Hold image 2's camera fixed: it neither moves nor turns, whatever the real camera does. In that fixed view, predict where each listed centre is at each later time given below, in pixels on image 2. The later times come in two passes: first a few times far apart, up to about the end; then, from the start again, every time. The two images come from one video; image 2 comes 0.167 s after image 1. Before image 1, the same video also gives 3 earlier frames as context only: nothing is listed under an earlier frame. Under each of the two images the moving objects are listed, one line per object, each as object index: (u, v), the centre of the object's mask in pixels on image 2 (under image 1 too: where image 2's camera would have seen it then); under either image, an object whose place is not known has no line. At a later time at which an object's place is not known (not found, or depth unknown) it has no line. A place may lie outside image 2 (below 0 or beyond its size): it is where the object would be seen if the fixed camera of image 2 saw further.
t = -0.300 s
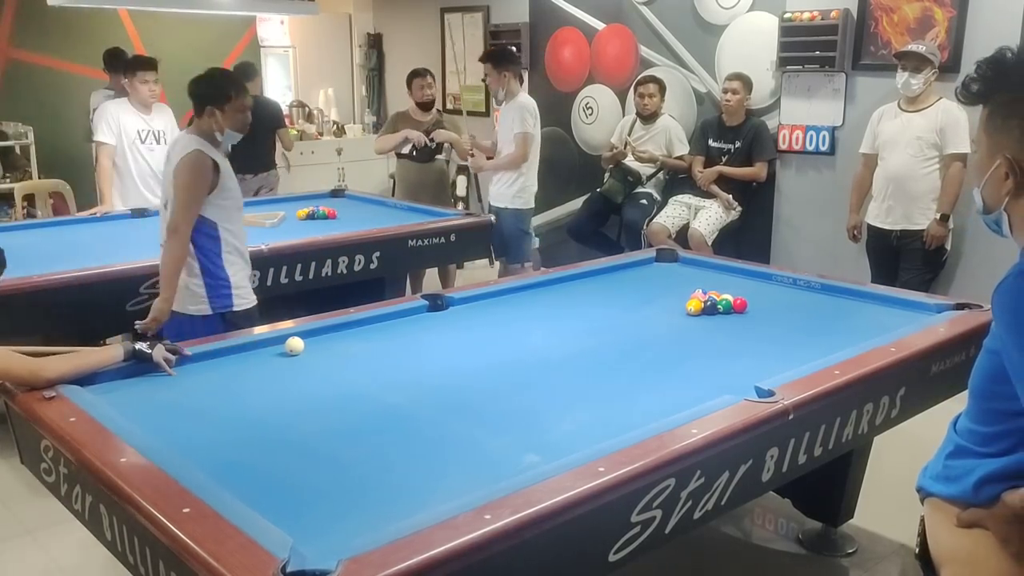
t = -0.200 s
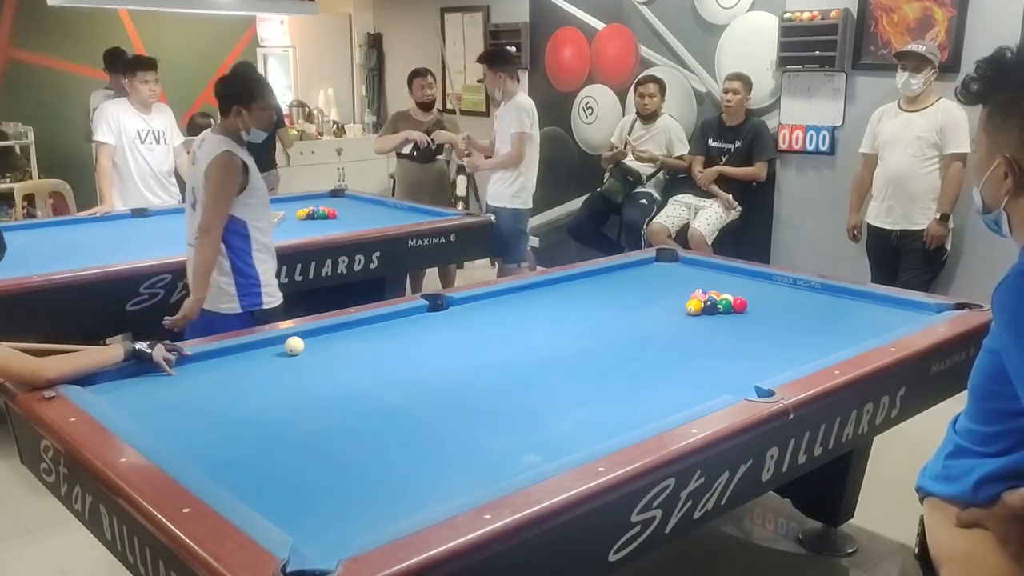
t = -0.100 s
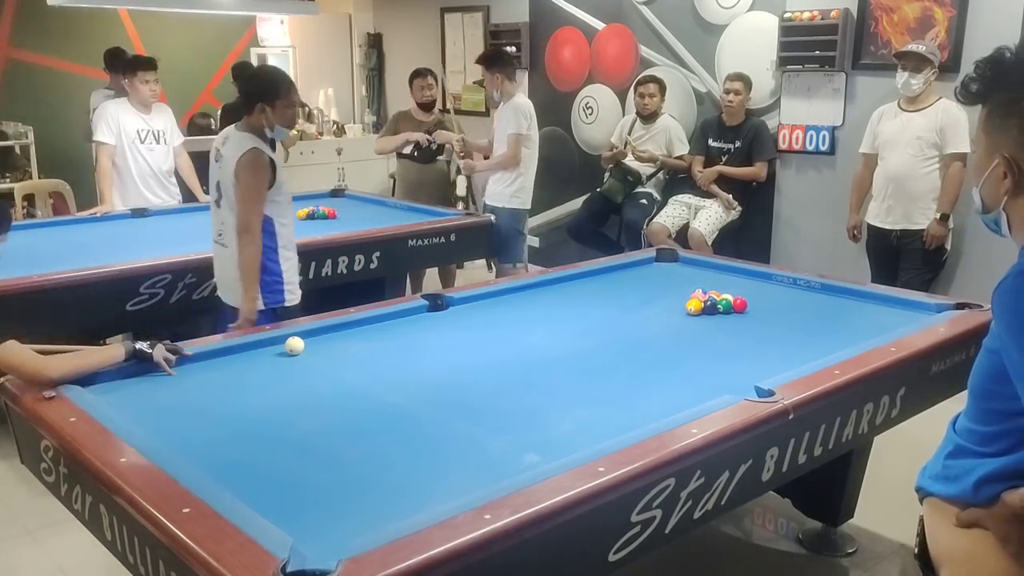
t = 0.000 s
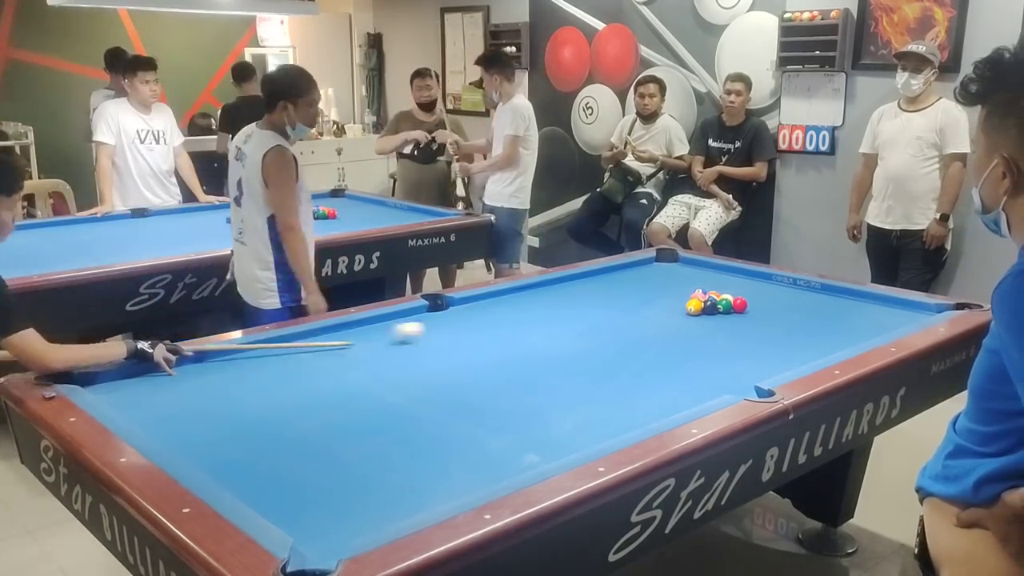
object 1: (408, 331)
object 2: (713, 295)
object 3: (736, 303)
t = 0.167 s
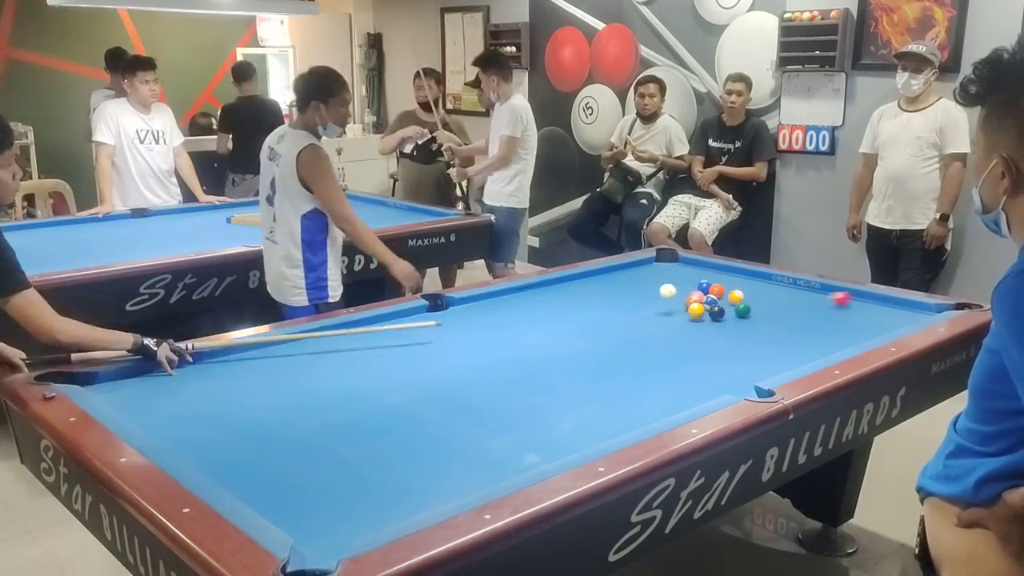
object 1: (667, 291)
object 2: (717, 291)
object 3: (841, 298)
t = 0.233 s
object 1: (654, 287)
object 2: (720, 284)
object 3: (880, 300)
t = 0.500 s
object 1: (611, 305)
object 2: (716, 269)
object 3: (747, 353)
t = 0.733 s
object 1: (595, 303)
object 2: (676, 271)
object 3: (554, 375)
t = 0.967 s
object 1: (581, 301)
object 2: (636, 273)
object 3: (339, 398)
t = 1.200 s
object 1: (569, 299)
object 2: (597, 275)
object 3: (147, 408)
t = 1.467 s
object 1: (557, 297)
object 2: (571, 280)
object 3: (232, 355)
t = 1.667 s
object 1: (549, 296)
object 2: (561, 286)
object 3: (330, 352)
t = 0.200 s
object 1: (661, 287)
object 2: (718, 288)
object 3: (881, 298)
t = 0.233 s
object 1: (654, 287)
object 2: (720, 284)
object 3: (880, 300)
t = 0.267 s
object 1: (647, 289)
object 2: (721, 281)
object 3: (880, 307)
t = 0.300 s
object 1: (640, 294)
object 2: (722, 279)
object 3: (880, 317)
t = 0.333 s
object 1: (633, 304)
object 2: (724, 276)
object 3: (878, 330)
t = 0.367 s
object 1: (628, 303)
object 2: (725, 274)
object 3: (855, 336)
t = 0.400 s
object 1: (624, 300)
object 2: (726, 271)
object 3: (829, 339)
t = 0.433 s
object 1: (619, 300)
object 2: (728, 269)
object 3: (802, 345)
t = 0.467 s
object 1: (615, 304)
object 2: (723, 269)
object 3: (775, 349)
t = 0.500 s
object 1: (611, 305)
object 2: (716, 269)
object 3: (747, 353)
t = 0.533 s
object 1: (608, 304)
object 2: (711, 269)
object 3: (720, 356)
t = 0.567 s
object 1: (605, 305)
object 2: (705, 269)
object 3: (693, 360)
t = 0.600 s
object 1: (603, 305)
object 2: (699, 270)
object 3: (666, 364)
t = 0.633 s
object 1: (601, 304)
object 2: (693, 270)
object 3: (638, 366)
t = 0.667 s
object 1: (599, 304)
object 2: (687, 270)
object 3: (611, 368)
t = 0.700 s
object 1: (597, 304)
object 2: (682, 270)
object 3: (583, 372)
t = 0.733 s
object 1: (595, 303)
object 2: (676, 271)
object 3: (554, 375)
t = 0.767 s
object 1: (593, 303)
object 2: (670, 271)
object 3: (525, 378)
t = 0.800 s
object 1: (591, 303)
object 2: (665, 271)
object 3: (496, 381)
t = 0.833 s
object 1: (589, 302)
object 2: (659, 272)
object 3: (466, 384)
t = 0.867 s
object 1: (587, 302)
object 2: (653, 272)
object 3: (435, 387)
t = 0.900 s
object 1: (585, 302)
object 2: (648, 272)
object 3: (403, 391)
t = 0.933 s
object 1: (583, 302)
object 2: (642, 273)
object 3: (372, 394)
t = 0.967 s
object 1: (581, 301)
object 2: (636, 273)
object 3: (339, 398)
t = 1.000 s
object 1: (579, 301)
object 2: (631, 273)
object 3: (305, 401)
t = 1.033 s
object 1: (578, 301)
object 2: (625, 273)
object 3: (272, 404)
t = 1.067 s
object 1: (576, 300)
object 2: (619, 274)
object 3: (237, 408)
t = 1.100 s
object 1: (574, 300)
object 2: (614, 274)
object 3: (202, 412)
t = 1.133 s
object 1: (573, 300)
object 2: (608, 274)
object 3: (166, 416)
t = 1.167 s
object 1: (571, 300)
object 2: (603, 275)
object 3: (135, 416)
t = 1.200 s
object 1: (569, 299)
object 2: (597, 275)
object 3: (147, 408)
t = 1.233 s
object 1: (568, 299)
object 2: (591, 275)
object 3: (159, 397)
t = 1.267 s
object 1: (566, 299)
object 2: (586, 275)
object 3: (170, 388)
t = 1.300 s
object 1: (564, 298)
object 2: (581, 276)
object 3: (179, 380)
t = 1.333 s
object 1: (563, 298)
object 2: (579, 277)
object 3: (187, 372)
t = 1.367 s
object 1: (561, 298)
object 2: (577, 278)
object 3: (194, 365)
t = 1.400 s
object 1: (560, 298)
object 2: (575, 278)
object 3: (201, 358)
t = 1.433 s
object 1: (558, 297)
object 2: (573, 279)
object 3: (215, 355)
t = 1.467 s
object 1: (557, 297)
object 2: (571, 280)
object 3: (232, 355)
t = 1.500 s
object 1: (555, 297)
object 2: (570, 281)
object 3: (249, 355)
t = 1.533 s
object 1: (554, 296)
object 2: (568, 282)
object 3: (266, 354)
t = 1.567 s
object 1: (553, 296)
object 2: (566, 283)
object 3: (282, 354)
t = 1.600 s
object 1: (552, 296)
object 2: (564, 284)
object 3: (298, 353)
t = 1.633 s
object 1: (550, 296)
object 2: (562, 285)
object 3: (314, 352)
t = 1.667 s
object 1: (549, 296)
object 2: (561, 286)
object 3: (330, 352)
